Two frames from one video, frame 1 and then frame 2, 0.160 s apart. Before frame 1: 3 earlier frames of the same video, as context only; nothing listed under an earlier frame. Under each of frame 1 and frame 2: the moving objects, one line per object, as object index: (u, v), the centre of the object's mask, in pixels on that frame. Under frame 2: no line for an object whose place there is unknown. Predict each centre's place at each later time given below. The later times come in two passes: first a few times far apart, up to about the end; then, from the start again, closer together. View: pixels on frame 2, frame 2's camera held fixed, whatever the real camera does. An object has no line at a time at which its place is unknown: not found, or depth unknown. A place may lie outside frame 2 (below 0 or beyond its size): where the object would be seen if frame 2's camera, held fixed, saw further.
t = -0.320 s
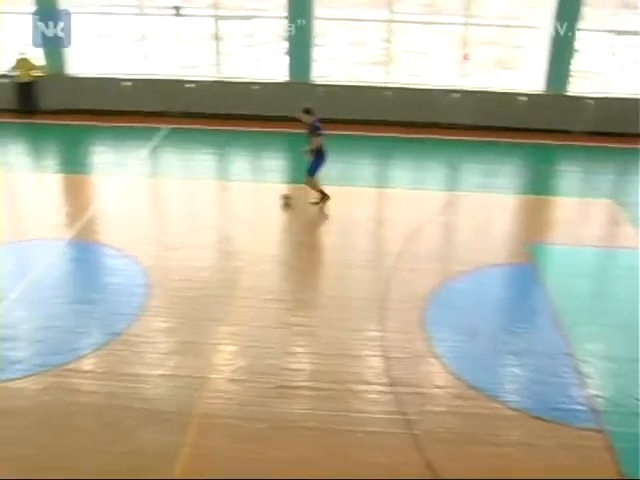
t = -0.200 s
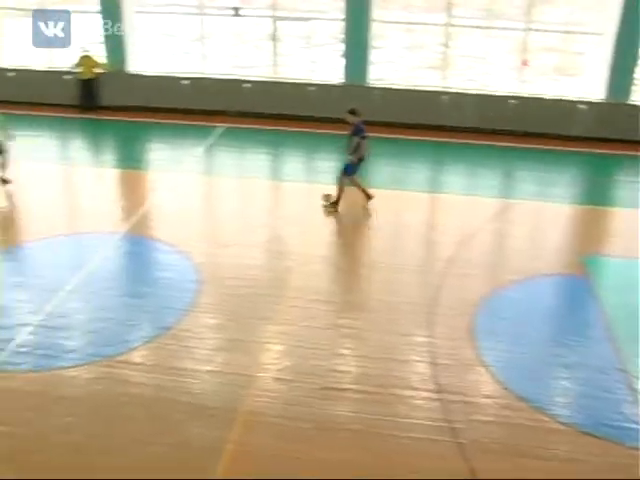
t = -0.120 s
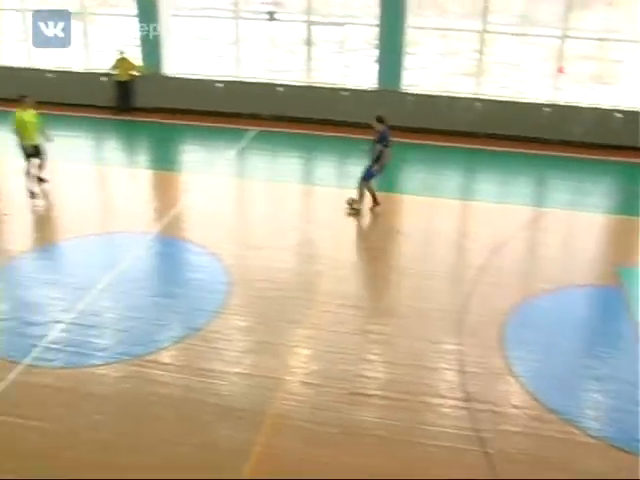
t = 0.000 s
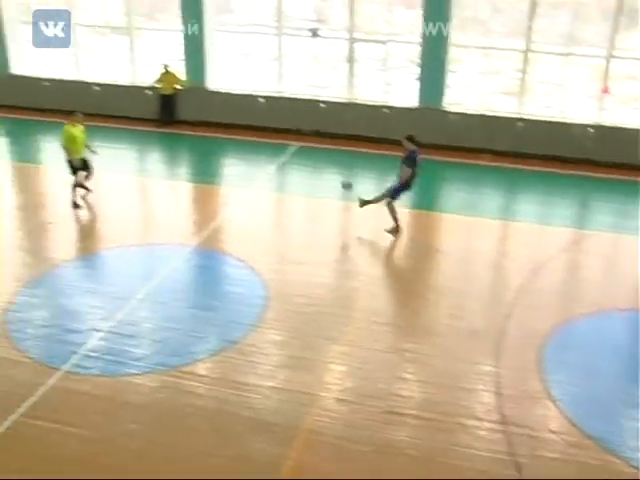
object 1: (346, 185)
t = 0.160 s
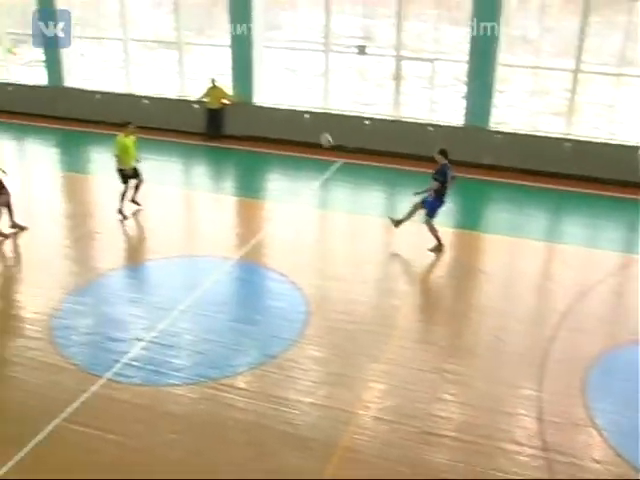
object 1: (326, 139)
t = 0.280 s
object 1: (281, 106)
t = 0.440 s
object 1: (222, 74)
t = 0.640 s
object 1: (155, 57)
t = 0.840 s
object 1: (97, 61)
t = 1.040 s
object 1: (47, 84)
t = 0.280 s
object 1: (281, 106)
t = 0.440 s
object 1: (222, 74)
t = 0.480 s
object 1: (208, 69)
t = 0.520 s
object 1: (195, 65)
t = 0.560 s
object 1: (181, 61)
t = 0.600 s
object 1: (168, 59)
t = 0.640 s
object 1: (155, 57)
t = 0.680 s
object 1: (143, 56)
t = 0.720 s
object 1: (131, 56)
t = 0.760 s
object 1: (119, 57)
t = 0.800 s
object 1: (108, 58)
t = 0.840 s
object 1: (97, 61)
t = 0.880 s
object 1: (86, 64)
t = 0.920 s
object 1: (76, 68)
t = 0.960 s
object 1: (65, 72)
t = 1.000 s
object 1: (57, 78)
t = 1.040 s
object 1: (47, 84)
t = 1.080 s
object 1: (38, 90)
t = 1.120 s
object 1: (30, 99)
